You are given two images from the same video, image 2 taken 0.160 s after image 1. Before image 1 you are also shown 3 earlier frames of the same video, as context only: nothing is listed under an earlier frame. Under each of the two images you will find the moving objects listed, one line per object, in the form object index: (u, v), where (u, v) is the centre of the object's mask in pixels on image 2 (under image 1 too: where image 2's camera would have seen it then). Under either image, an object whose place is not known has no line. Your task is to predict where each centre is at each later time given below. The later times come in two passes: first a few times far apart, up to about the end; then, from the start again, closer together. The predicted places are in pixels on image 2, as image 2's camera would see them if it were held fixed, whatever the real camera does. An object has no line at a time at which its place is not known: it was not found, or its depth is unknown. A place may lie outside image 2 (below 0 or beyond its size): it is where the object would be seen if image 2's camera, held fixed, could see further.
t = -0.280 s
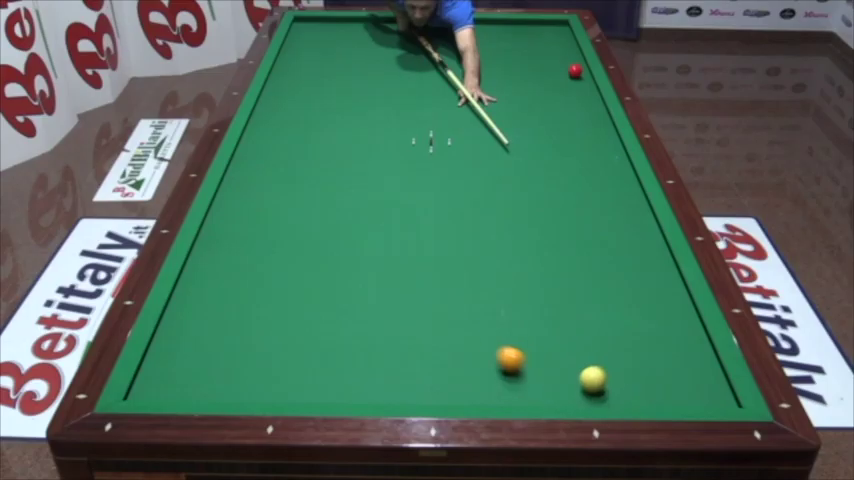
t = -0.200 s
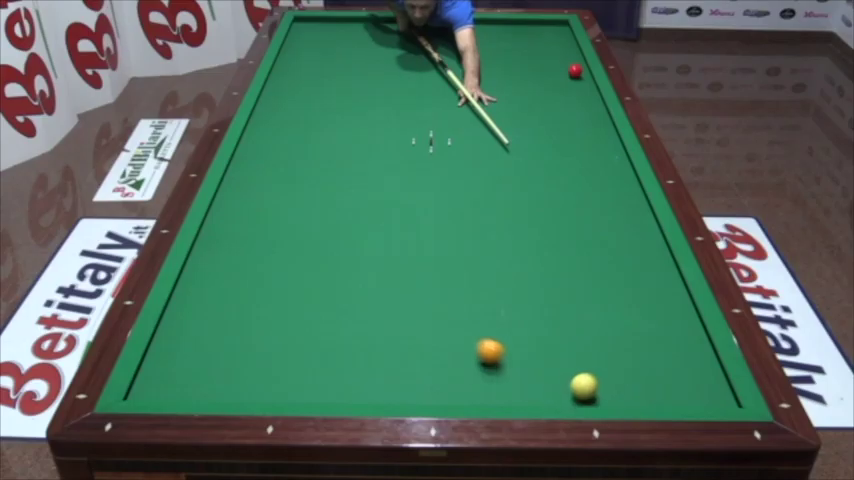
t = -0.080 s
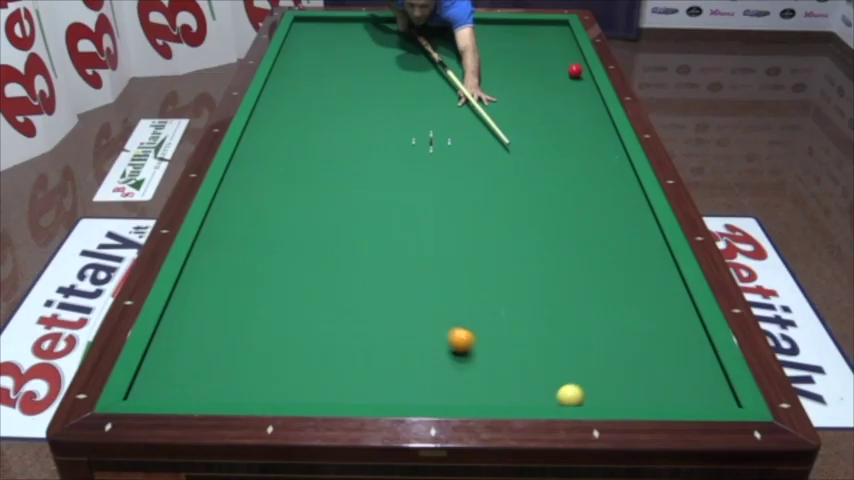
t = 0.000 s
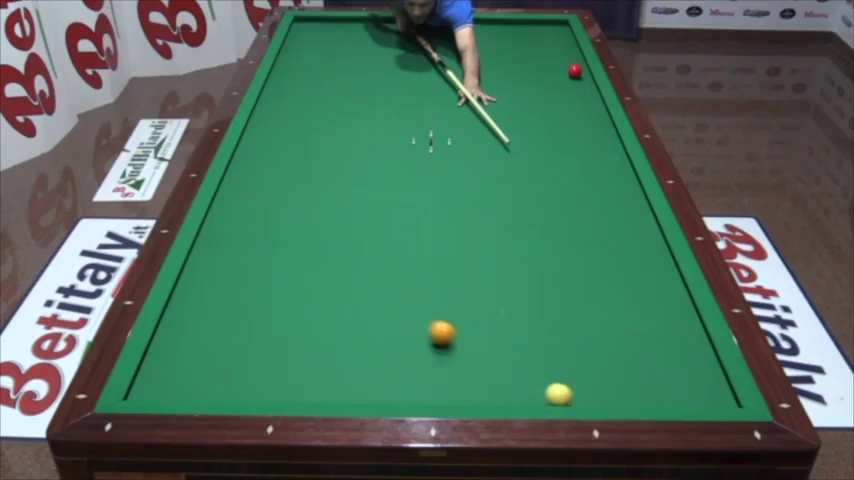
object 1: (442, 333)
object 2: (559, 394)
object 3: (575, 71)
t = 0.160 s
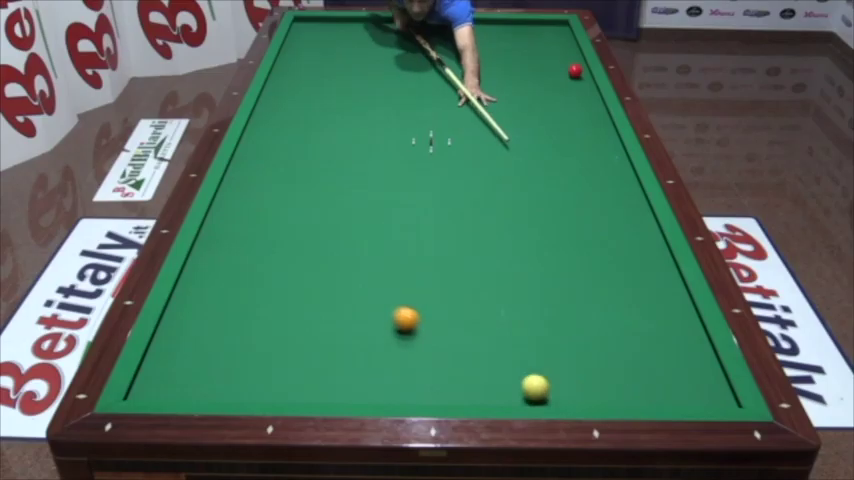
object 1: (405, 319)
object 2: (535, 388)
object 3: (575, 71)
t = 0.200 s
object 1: (397, 316)
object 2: (529, 386)
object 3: (575, 71)
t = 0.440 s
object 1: (347, 297)
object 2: (497, 373)
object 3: (576, 71)
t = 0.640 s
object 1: (308, 282)
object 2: (471, 363)
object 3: (576, 71)
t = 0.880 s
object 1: (265, 265)
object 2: (442, 352)
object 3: (576, 71)
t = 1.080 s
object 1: (232, 252)
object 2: (418, 344)
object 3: (576, 71)
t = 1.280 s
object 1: (206, 240)
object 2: (396, 336)
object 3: (575, 71)
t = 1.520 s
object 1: (237, 226)
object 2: (372, 326)
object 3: (576, 71)
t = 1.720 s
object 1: (259, 215)
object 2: (353, 319)
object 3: (575, 71)
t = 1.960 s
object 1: (284, 202)
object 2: (331, 311)
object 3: (575, 71)
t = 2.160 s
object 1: (304, 192)
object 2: (314, 305)
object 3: (576, 71)
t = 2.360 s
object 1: (322, 184)
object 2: (298, 298)
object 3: (576, 71)
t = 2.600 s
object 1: (343, 173)
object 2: (280, 291)
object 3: (576, 71)
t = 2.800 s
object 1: (359, 166)
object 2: (266, 286)
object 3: (575, 71)
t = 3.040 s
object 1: (378, 157)
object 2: (250, 280)
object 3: (576, 71)
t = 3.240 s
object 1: (392, 150)
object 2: (238, 275)
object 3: (576, 71)
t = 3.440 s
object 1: (406, 144)
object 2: (226, 271)
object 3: (576, 71)
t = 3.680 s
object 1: (421, 136)
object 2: (214, 266)
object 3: (575, 71)
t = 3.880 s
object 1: (433, 130)
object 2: (204, 262)
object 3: (575, 71)
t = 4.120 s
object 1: (447, 124)
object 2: (198, 258)
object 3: (575, 71)
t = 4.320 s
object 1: (457, 119)
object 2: (205, 256)
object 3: (575, 71)
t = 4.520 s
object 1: (467, 114)
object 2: (211, 254)
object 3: (575, 71)
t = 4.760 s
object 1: (479, 109)
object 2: (217, 252)
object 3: (575, 71)
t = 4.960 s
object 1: (488, 105)
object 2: (222, 251)
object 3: (575, 71)
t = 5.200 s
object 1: (498, 100)
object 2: (227, 250)
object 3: (575, 71)
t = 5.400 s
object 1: (506, 96)
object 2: (230, 248)
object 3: (575, 71)
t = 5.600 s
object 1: (514, 93)
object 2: (233, 248)
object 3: (575, 71)
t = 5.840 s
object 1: (522, 89)
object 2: (235, 247)
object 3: (575, 71)
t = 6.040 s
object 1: (529, 86)
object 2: (237, 246)
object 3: (575, 71)
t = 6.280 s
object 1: (537, 83)
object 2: (239, 246)
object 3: (575, 71)
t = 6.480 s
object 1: (543, 80)
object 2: (239, 246)
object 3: (575, 71)
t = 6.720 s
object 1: (550, 77)
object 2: (239, 246)
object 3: (575, 71)
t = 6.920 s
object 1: (555, 75)
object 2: (239, 246)
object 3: (575, 71)
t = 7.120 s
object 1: (560, 73)
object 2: (239, 246)
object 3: (575, 70)
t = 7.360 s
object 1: (562, 71)
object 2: (239, 246)
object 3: (579, 71)
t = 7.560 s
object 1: (562, 70)
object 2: (239, 246)
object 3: (582, 70)
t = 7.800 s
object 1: (562, 68)
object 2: (239, 246)
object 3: (584, 70)
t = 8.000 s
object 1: (562, 67)
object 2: (239, 246)
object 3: (582, 70)
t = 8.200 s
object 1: (562, 66)
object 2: (239, 246)
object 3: (581, 70)
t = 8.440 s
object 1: (562, 66)
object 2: (239, 246)
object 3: (581, 70)
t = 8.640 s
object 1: (562, 65)
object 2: (239, 246)
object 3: (581, 70)
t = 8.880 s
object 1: (563, 65)
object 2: (239, 246)
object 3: (580, 69)
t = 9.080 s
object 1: (563, 65)
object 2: (239, 246)
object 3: (580, 70)
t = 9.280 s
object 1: (563, 64)
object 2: (239, 246)
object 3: (580, 70)
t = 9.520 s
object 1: (563, 64)
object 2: (239, 246)
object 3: (580, 70)
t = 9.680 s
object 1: (563, 64)
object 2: (239, 246)
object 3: (580, 70)
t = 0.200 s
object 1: (397, 316)
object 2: (529, 386)
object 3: (575, 71)
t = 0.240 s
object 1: (388, 312)
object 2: (524, 384)
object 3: (575, 71)
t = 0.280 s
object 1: (380, 310)
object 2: (518, 382)
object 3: (575, 71)
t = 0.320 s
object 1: (371, 306)
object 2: (513, 379)
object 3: (575, 71)
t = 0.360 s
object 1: (363, 303)
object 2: (507, 377)
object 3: (575, 71)
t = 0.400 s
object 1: (355, 300)
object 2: (502, 375)
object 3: (575, 71)
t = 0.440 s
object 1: (347, 297)
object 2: (497, 373)
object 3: (576, 71)
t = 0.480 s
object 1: (339, 294)
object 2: (491, 371)
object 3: (576, 71)
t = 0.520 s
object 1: (331, 291)
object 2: (486, 369)
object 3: (576, 71)
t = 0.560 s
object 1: (323, 288)
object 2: (481, 368)
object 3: (575, 71)
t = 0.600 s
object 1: (316, 285)
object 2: (476, 365)
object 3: (575, 71)
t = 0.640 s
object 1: (308, 282)
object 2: (471, 363)
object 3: (576, 71)
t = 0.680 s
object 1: (301, 279)
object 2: (465, 362)
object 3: (575, 71)
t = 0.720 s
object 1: (293, 276)
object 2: (460, 360)
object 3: (575, 71)
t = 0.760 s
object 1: (286, 273)
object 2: (456, 358)
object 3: (576, 71)
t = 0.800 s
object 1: (279, 271)
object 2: (451, 356)
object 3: (576, 71)
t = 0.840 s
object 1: (272, 268)
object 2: (446, 354)
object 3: (576, 71)
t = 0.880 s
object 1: (265, 265)
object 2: (442, 352)
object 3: (576, 71)
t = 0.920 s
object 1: (258, 263)
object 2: (437, 351)
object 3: (576, 71)
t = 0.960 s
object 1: (251, 260)
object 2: (432, 349)
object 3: (576, 71)
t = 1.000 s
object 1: (245, 258)
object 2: (427, 347)
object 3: (576, 71)
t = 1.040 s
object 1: (238, 255)
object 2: (423, 346)
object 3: (576, 71)
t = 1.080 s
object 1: (232, 252)
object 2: (418, 344)
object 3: (576, 71)
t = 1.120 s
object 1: (226, 250)
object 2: (414, 342)
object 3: (575, 71)
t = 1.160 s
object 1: (219, 248)
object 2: (410, 341)
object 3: (576, 71)
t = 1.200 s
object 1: (213, 245)
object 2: (405, 339)
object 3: (575, 71)
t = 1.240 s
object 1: (206, 243)
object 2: (401, 337)
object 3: (575, 71)
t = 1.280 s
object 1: (206, 240)
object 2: (396, 336)
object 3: (575, 71)
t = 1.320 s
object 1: (212, 238)
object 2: (392, 334)
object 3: (575, 71)
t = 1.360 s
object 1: (218, 235)
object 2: (388, 332)
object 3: (575, 71)
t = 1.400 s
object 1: (223, 233)
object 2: (384, 331)
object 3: (576, 71)
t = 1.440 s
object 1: (228, 230)
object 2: (380, 330)
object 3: (576, 71)
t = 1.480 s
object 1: (232, 228)
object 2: (376, 328)
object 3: (576, 71)
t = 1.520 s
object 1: (237, 226)
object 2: (372, 326)
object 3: (576, 71)
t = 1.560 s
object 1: (241, 224)
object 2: (368, 325)
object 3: (576, 71)
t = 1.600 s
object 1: (246, 221)
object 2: (364, 323)
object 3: (576, 71)
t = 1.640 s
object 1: (250, 219)
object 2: (360, 322)
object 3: (576, 71)
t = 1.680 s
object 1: (255, 217)
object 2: (357, 321)
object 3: (575, 71)
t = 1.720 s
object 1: (259, 215)
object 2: (353, 319)
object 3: (575, 71)
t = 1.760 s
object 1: (264, 212)
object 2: (349, 318)
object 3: (575, 71)
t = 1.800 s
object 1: (268, 210)
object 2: (346, 316)
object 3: (576, 71)
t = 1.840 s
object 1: (272, 208)
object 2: (342, 315)
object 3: (575, 71)
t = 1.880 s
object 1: (276, 206)
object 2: (338, 314)
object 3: (575, 71)
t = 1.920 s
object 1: (280, 204)
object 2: (335, 312)
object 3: (575, 71)
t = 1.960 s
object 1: (284, 202)
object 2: (331, 311)
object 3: (575, 71)
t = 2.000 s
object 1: (288, 200)
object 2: (328, 310)
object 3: (575, 71)
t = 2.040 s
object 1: (293, 198)
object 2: (324, 308)
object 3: (576, 71)
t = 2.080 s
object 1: (296, 196)
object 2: (321, 307)
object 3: (576, 71)
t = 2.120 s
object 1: (300, 195)
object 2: (318, 306)
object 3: (576, 71)
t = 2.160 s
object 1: (304, 192)
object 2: (314, 305)
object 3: (576, 71)
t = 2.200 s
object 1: (308, 191)
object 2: (311, 303)
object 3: (576, 71)
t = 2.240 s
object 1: (312, 189)
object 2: (307, 302)
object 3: (576, 71)
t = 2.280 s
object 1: (315, 187)
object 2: (304, 301)
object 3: (576, 71)
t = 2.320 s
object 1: (319, 185)
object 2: (301, 300)
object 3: (576, 71)
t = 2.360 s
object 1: (322, 184)
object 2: (298, 298)
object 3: (576, 71)
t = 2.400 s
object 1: (326, 182)
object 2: (295, 297)
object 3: (576, 71)
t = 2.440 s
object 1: (330, 180)
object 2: (292, 296)
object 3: (576, 71)
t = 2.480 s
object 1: (333, 178)
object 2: (289, 295)
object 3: (576, 71)
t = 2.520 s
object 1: (336, 177)
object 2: (286, 294)
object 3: (576, 71)
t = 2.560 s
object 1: (340, 175)
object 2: (283, 293)
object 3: (576, 71)
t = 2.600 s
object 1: (343, 173)
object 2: (280, 291)
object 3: (576, 71)
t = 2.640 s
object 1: (346, 172)
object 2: (277, 291)
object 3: (576, 71)
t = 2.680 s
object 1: (350, 170)
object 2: (274, 289)
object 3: (576, 71)
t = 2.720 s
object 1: (353, 169)
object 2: (272, 288)
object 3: (576, 71)
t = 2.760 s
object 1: (356, 167)
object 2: (269, 287)
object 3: (576, 71)
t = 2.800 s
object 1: (359, 166)
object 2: (266, 286)
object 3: (575, 71)
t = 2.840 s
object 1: (362, 164)
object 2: (263, 285)
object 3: (576, 71)
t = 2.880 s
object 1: (365, 162)
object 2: (261, 284)
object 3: (576, 71)
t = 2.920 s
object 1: (369, 161)
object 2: (258, 283)
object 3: (575, 71)
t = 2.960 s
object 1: (372, 160)
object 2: (255, 282)
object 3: (576, 71)
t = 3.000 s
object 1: (374, 158)
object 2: (253, 281)
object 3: (576, 71)
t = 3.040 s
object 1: (378, 157)
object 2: (250, 280)
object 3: (576, 71)
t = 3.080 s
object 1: (380, 155)
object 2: (248, 279)
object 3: (576, 71)
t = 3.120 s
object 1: (383, 154)
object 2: (245, 278)
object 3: (576, 71)
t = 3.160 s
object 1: (386, 153)
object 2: (243, 277)
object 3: (576, 71)
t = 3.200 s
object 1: (389, 151)
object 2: (240, 276)
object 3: (576, 71)
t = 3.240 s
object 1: (392, 150)
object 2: (238, 275)
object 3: (576, 71)
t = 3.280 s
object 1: (395, 149)
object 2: (236, 275)
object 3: (576, 71)
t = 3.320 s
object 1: (397, 147)
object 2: (233, 274)
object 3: (576, 71)
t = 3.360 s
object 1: (400, 146)
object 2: (231, 273)
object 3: (576, 71)
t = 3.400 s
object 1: (403, 145)
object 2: (229, 272)
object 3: (576, 71)
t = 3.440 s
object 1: (406, 144)
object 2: (226, 271)
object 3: (576, 71)
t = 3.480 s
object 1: (408, 142)
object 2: (224, 270)
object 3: (576, 71)
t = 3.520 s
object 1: (411, 141)
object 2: (222, 269)
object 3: (576, 71)
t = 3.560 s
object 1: (413, 140)
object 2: (220, 268)
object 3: (576, 71)
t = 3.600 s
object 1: (416, 138)
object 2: (218, 267)
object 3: (575, 71)
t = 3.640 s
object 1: (418, 137)
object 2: (216, 267)
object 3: (575, 71)
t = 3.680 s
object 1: (421, 136)
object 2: (214, 266)
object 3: (575, 71)
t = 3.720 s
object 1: (423, 135)
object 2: (212, 265)
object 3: (575, 71)
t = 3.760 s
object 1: (426, 134)
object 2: (210, 264)
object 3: (575, 71)
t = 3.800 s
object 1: (428, 132)
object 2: (208, 263)
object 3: (575, 71)
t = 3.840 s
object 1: (431, 131)
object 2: (206, 263)
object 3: (575, 71)
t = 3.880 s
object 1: (433, 130)
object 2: (204, 262)
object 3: (575, 71)
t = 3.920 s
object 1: (435, 129)
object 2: (202, 261)
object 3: (575, 71)
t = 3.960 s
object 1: (438, 128)
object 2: (200, 261)
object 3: (575, 71)
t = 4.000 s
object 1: (440, 127)
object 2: (198, 260)
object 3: (575, 71)
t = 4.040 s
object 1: (442, 126)
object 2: (196, 259)
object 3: (575, 71)
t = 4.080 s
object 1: (444, 125)
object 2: (197, 259)
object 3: (575, 71)
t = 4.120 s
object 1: (447, 124)
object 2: (198, 258)
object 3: (575, 71)
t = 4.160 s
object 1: (449, 123)
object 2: (200, 258)
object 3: (575, 71)
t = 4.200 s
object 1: (451, 122)
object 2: (201, 257)
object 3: (575, 71)
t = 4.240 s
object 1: (453, 121)
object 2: (203, 257)
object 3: (575, 71)
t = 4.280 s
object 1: (455, 120)
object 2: (204, 256)
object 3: (575, 71)
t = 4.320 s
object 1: (457, 119)
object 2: (205, 256)
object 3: (575, 71)
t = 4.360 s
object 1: (459, 118)
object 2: (206, 256)
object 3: (575, 71)
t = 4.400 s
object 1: (461, 117)
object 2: (208, 255)
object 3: (575, 71)
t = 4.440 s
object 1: (463, 116)
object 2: (209, 255)
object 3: (575, 71)
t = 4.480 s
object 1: (465, 115)
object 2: (210, 255)
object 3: (575, 71)
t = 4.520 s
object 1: (467, 114)
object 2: (211, 254)
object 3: (575, 71)
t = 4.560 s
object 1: (469, 113)
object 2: (212, 254)
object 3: (575, 71)
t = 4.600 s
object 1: (471, 113)
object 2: (213, 254)
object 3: (575, 71)
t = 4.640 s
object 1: (473, 112)
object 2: (214, 253)
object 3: (575, 71)
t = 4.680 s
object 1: (475, 111)
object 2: (215, 253)
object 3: (575, 71)
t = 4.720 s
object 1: (477, 110)
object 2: (216, 253)
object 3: (575, 71)
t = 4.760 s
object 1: (479, 109)
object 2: (217, 252)
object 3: (575, 71)
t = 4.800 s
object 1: (481, 108)
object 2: (218, 252)
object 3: (575, 71)
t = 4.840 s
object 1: (483, 107)
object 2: (219, 252)
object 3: (575, 71)
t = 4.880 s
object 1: (485, 106)
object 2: (220, 251)
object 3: (575, 71)
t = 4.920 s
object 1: (486, 106)
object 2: (221, 251)
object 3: (575, 71)
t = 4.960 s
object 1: (488, 105)
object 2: (222, 251)
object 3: (575, 71)
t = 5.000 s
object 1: (490, 104)
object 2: (223, 251)
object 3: (575, 71)
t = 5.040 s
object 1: (491, 103)
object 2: (224, 251)
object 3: (575, 71)
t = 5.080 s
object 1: (493, 102)
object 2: (224, 250)
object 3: (575, 71)
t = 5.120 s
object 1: (495, 102)
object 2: (225, 250)
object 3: (575, 71)
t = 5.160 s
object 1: (496, 101)
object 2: (226, 250)
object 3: (575, 71)
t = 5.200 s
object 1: (498, 100)
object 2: (227, 250)
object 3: (575, 71)
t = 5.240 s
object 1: (500, 99)
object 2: (227, 249)
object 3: (575, 71)
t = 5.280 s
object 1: (502, 99)
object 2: (228, 249)
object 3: (575, 71)
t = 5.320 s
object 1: (503, 98)
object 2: (229, 249)
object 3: (575, 71)
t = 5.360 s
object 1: (505, 97)
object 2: (229, 249)
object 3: (575, 71)
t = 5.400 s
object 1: (506, 96)
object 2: (230, 248)
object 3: (575, 71)
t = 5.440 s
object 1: (508, 96)
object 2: (231, 248)
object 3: (575, 71)
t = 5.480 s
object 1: (509, 95)
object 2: (231, 248)
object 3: (575, 71)
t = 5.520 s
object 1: (511, 94)
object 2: (232, 248)
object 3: (575, 71)
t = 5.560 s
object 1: (513, 93)
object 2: (233, 248)
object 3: (575, 71)
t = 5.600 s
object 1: (514, 93)
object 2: (233, 248)
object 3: (575, 71)
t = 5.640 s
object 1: (515, 92)
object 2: (233, 248)
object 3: (575, 71)
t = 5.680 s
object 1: (517, 91)
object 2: (234, 247)
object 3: (575, 71)
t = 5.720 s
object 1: (518, 91)
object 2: (234, 247)
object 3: (575, 71)
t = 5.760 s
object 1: (520, 90)
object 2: (235, 247)
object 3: (575, 71)
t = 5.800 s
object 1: (521, 90)
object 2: (235, 247)
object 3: (575, 71)
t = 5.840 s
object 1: (522, 89)
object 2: (235, 247)
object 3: (575, 71)
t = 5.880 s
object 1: (524, 88)
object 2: (236, 247)
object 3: (575, 71)
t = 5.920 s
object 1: (525, 88)
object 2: (236, 247)
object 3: (575, 71)
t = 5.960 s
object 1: (526, 87)
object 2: (236, 247)
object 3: (575, 71)
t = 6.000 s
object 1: (528, 87)
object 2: (237, 247)
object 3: (575, 71)
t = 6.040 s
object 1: (529, 86)
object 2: (237, 246)
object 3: (575, 71)
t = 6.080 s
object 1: (531, 85)
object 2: (237, 246)
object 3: (575, 71)
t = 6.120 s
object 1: (532, 85)
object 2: (238, 246)
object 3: (575, 71)
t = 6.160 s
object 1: (533, 84)
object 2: (238, 246)
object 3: (575, 71)
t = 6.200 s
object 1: (535, 84)
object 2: (238, 246)
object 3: (575, 71)
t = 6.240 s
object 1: (536, 83)
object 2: (238, 246)
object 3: (575, 71)
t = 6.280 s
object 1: (537, 83)
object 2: (239, 246)
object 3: (575, 71)
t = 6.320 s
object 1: (538, 82)
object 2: (239, 246)
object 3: (575, 71)
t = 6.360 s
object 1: (539, 81)
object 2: (239, 246)
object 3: (575, 71)
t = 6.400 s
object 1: (541, 81)
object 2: (239, 246)
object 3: (575, 71)
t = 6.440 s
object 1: (542, 80)
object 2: (239, 246)
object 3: (575, 71)
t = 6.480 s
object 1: (543, 80)
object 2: (239, 246)
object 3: (575, 71)
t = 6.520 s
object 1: (544, 80)
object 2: (239, 246)
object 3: (575, 71)
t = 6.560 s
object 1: (546, 79)
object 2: (239, 246)
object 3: (575, 71)
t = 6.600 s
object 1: (547, 79)
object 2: (239, 246)
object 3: (575, 71)
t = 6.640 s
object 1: (548, 78)
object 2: (239, 246)
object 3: (575, 71)
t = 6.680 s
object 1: (549, 78)
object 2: (239, 246)
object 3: (575, 71)
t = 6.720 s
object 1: (550, 77)
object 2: (239, 246)
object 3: (575, 71)
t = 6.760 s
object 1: (551, 77)
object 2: (239, 246)
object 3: (575, 71)
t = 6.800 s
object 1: (552, 76)
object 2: (239, 246)
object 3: (575, 71)
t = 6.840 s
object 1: (553, 76)
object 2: (239, 246)
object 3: (575, 71)
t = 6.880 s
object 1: (554, 75)
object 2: (239, 246)
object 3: (575, 71)
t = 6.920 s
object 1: (555, 75)
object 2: (239, 246)
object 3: (575, 71)
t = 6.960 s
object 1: (556, 74)
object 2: (239, 246)
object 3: (575, 71)
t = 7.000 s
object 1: (557, 74)
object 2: (239, 246)
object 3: (575, 71)
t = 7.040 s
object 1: (558, 73)
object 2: (239, 246)
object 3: (576, 71)
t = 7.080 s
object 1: (559, 73)
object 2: (239, 246)
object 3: (575, 71)
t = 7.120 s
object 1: (560, 73)
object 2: (239, 246)
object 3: (575, 70)
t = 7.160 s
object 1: (561, 72)
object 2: (239, 246)
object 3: (575, 70)
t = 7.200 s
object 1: (561, 72)
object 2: (239, 246)
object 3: (576, 71)
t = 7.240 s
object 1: (561, 72)
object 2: (239, 246)
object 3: (577, 71)
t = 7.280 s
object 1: (561, 71)
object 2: (239, 246)
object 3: (577, 71)
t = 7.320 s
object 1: (562, 71)
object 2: (239, 246)
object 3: (578, 71)
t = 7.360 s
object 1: (562, 71)
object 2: (239, 246)
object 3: (579, 71)
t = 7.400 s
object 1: (562, 71)
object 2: (239, 246)
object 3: (579, 71)
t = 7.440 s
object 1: (562, 70)
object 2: (239, 246)
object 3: (580, 71)
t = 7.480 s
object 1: (562, 70)
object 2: (239, 246)
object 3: (580, 70)
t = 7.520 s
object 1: (562, 70)
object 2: (239, 246)
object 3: (581, 71)
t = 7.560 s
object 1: (562, 70)
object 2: (239, 246)
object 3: (582, 70)
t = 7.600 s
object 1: (562, 69)
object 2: (239, 246)
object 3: (583, 70)
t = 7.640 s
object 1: (562, 69)
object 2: (239, 246)
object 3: (583, 70)
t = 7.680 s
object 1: (562, 69)
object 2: (239, 246)
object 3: (584, 70)
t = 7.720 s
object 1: (562, 69)
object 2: (239, 246)
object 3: (584, 70)
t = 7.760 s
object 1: (562, 69)
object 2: (239, 246)
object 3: (584, 70)
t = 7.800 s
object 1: (562, 68)
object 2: (239, 246)
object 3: (584, 70)
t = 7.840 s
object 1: (562, 68)
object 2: (239, 246)
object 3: (583, 70)
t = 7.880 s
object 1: (562, 68)
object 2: (239, 246)
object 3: (583, 69)
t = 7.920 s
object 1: (562, 68)
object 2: (239, 246)
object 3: (582, 70)
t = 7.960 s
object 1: (562, 67)
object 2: (239, 246)
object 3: (582, 70)
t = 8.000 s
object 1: (562, 67)
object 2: (239, 246)
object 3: (582, 70)
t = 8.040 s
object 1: (562, 67)
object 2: (239, 246)
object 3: (582, 70)
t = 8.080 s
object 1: (562, 67)
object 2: (239, 246)
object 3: (582, 70)
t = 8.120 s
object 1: (562, 67)
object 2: (239, 246)
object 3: (581, 70)
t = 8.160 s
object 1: (562, 67)
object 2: (239, 246)
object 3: (581, 70)
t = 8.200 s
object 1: (562, 66)
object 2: (239, 246)
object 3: (581, 70)
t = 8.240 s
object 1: (562, 66)
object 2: (239, 246)
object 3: (581, 70)
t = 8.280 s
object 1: (562, 66)
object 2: (239, 246)
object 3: (581, 70)
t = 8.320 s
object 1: (562, 66)
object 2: (239, 246)
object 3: (581, 70)
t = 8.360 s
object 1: (562, 66)
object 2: (239, 246)
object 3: (581, 70)
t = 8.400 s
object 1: (562, 66)
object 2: (239, 246)
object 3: (581, 70)
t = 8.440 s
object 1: (562, 66)
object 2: (239, 246)
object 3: (581, 70)
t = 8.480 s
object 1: (562, 66)
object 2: (239, 246)
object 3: (580, 70)
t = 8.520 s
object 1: (562, 66)
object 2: (239, 246)
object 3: (580, 70)
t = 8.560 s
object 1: (562, 65)
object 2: (239, 246)
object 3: (581, 70)
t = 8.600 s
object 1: (562, 65)
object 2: (239, 246)
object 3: (581, 70)
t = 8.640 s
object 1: (562, 65)
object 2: (239, 246)
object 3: (581, 70)
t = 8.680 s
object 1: (562, 65)
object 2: (239, 246)
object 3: (581, 70)
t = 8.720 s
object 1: (562, 65)
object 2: (239, 246)
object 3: (580, 70)
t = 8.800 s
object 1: (563, 65)
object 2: (239, 246)
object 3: (580, 70)
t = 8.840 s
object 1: (562, 65)
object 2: (239, 246)
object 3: (580, 69)
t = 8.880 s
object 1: (563, 65)
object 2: (239, 246)
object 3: (580, 69)
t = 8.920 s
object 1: (563, 65)
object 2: (239, 246)
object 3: (580, 70)
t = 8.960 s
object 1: (563, 65)
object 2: (239, 246)
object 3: (580, 70)
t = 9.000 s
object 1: (563, 65)
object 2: (239, 246)
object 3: (580, 70)
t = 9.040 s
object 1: (563, 65)
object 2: (239, 246)
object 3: (580, 70)
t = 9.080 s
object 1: (563, 65)
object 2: (239, 246)
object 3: (580, 70)
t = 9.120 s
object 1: (563, 65)
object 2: (239, 246)
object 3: (580, 70)
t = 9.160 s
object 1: (563, 65)
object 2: (239, 246)
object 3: (580, 70)
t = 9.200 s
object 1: (563, 64)
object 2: (239, 246)
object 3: (580, 70)
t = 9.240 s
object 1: (563, 64)
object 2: (239, 246)
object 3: (580, 70)
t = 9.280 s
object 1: (563, 64)
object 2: (239, 246)
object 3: (580, 70)
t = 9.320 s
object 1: (563, 64)
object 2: (239, 246)
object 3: (580, 70)
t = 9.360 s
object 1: (563, 64)
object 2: (239, 246)
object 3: (580, 70)
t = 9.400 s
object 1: (563, 64)
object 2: (239, 246)
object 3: (580, 70)
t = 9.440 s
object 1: (563, 64)
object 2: (239, 246)
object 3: (580, 70)
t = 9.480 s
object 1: (563, 64)
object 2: (239, 246)
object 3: (580, 70)
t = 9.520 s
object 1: (563, 64)
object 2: (239, 246)
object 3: (580, 70)
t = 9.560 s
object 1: (563, 64)
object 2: (239, 246)
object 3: (580, 70)
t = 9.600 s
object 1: (563, 64)
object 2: (239, 246)
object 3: (580, 70)
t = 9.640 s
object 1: (563, 65)
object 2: (239, 246)
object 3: (580, 70)
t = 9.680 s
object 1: (563, 64)
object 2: (239, 246)
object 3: (580, 70)
